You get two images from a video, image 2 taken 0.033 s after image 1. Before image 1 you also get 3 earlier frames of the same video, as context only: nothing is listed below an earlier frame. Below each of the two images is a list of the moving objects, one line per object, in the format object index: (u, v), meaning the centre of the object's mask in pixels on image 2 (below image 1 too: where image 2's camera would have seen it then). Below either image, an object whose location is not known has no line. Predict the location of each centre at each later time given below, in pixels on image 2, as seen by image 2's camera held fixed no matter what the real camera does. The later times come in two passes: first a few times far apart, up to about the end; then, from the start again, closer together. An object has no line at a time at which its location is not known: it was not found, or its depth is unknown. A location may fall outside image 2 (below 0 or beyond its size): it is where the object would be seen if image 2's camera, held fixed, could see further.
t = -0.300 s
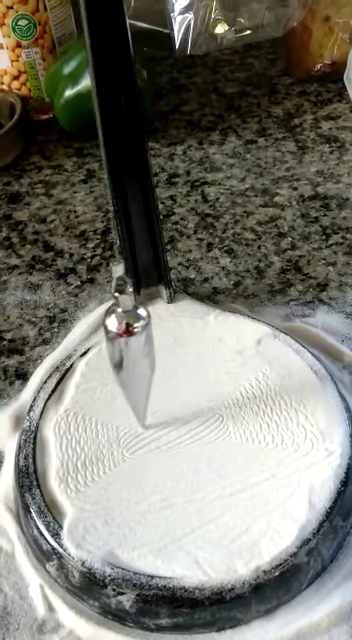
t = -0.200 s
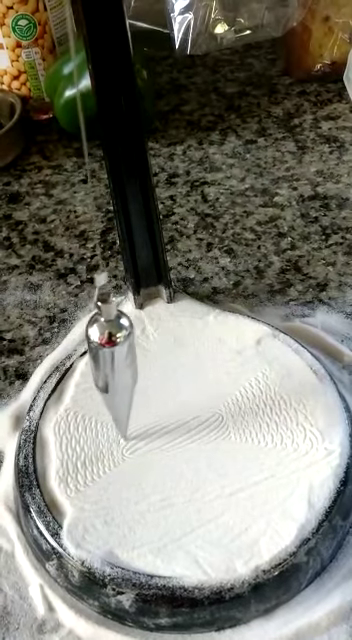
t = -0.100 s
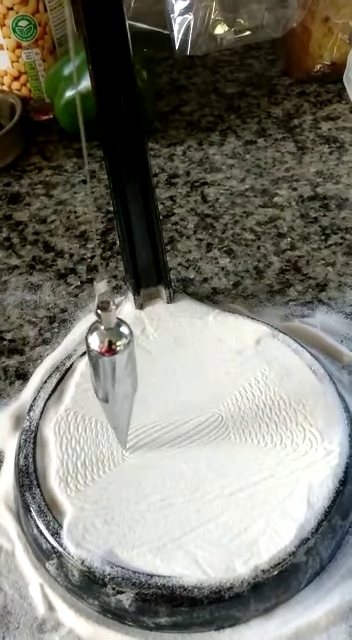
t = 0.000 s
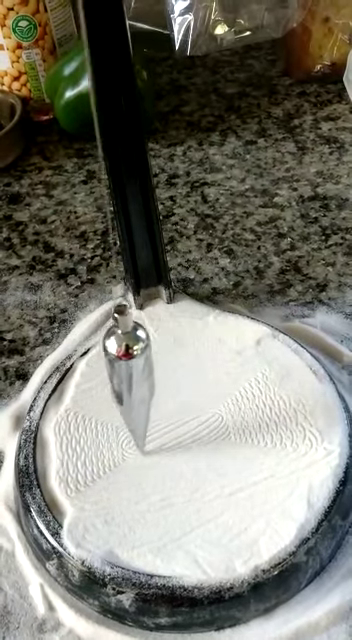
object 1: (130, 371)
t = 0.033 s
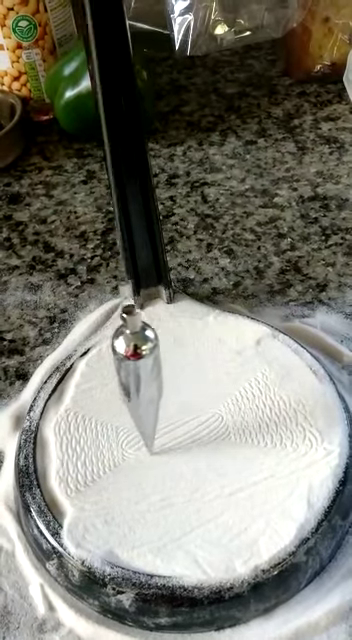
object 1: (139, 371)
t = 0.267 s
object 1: (200, 352)
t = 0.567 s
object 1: (177, 336)
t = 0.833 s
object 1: (112, 353)
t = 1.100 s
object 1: (149, 366)
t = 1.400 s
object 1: (211, 347)
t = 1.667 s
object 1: (157, 339)
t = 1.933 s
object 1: (110, 353)
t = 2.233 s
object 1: (179, 363)
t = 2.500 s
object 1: (207, 348)
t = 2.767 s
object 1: (137, 343)
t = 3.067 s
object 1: (122, 354)
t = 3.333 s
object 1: (195, 357)
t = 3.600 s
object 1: (195, 350)
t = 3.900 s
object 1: (114, 344)
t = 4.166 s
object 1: (138, 352)
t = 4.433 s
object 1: (207, 354)
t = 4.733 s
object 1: (167, 352)
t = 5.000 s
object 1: (109, 346)
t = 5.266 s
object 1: (157, 346)
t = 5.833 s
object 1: (147, 356)
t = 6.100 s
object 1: (112, 346)
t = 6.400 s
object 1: (185, 345)
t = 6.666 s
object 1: (202, 357)
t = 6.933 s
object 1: (129, 359)
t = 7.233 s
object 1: (130, 342)
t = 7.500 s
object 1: (199, 342)
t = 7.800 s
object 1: (178, 364)
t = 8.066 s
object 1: (113, 360)
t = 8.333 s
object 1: (148, 338)
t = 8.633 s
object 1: (207, 342)
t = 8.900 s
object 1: (157, 369)
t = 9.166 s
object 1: (113, 360)
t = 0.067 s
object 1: (148, 371)
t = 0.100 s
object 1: (158, 369)
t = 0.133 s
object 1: (168, 367)
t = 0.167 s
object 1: (177, 364)
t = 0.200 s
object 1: (186, 359)
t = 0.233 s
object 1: (194, 356)
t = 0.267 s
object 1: (200, 352)
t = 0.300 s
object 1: (205, 349)
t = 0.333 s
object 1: (208, 346)
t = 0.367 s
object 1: (209, 343)
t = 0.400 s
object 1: (208, 341)
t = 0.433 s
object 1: (205, 338)
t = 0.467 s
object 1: (200, 336)
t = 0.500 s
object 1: (194, 336)
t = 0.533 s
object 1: (186, 335)
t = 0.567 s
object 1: (177, 336)
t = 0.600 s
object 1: (167, 337)
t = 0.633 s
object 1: (157, 338)
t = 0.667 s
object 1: (147, 339)
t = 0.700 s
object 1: (138, 341)
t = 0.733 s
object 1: (129, 343)
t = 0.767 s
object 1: (122, 347)
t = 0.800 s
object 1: (116, 351)
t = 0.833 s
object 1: (112, 353)
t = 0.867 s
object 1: (110, 357)
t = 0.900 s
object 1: (110, 359)
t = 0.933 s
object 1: (113, 361)
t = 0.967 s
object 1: (117, 364)
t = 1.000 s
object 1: (123, 366)
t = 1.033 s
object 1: (131, 366)
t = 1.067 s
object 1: (139, 367)
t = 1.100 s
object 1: (149, 366)
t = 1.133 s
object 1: (159, 366)
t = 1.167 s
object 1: (169, 365)
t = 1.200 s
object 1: (179, 364)
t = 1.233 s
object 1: (187, 360)
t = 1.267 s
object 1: (195, 358)
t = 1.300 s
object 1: (202, 355)
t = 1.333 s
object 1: (207, 354)
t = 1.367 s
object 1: (210, 351)
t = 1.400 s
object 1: (211, 347)
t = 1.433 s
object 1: (209, 345)
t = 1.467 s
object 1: (206, 343)
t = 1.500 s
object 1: (202, 342)
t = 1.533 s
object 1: (195, 340)
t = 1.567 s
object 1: (187, 340)
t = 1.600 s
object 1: (178, 339)
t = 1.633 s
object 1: (168, 339)
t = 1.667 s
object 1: (157, 339)
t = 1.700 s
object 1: (147, 340)
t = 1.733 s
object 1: (138, 341)
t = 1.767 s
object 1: (129, 342)
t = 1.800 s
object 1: (122, 344)
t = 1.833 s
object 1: (116, 347)
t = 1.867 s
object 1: (112, 349)
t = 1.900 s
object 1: (110, 352)
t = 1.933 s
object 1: (110, 353)
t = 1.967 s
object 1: (113, 355)
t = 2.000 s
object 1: (117, 358)
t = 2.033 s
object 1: (123, 359)
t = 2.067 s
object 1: (131, 362)
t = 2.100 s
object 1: (139, 362)
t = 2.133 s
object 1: (149, 363)
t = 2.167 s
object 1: (159, 363)
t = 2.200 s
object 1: (169, 364)
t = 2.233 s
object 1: (179, 363)
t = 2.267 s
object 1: (188, 360)
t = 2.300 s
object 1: (196, 359)
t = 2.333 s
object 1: (203, 357)
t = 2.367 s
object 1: (207, 355)
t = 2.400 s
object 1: (210, 353)
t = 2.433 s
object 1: (211, 351)
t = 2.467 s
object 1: (210, 350)
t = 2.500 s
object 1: (207, 348)
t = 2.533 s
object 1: (202, 346)
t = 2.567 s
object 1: (195, 345)
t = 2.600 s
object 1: (187, 345)
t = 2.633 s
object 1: (178, 344)
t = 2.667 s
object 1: (167, 343)
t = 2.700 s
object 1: (157, 342)
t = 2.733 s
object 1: (147, 342)
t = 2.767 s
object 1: (137, 343)
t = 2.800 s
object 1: (129, 343)
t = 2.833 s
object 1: (121, 344)
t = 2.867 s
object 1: (115, 345)
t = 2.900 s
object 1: (111, 345)
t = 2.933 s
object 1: (110, 347)
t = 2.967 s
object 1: (110, 349)
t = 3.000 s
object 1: (112, 350)
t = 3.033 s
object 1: (116, 353)
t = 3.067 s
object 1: (122, 354)
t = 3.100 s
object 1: (130, 355)
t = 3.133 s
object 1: (138, 355)
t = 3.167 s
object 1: (148, 357)
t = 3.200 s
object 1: (158, 358)
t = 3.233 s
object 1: (168, 359)
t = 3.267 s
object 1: (178, 359)
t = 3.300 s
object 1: (187, 358)
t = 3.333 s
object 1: (195, 357)
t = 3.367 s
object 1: (202, 356)
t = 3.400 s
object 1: (207, 356)
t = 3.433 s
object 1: (210, 354)
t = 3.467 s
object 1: (212, 354)
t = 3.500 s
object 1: (211, 352)
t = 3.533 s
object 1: (207, 352)
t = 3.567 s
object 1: (202, 351)
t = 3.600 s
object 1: (195, 350)
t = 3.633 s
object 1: (187, 349)
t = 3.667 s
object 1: (178, 348)
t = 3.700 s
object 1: (167, 347)
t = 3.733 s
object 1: (156, 346)
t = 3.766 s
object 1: (146, 346)
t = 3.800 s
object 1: (136, 345)
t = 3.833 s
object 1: (127, 345)
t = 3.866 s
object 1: (120, 346)
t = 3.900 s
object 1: (114, 344)
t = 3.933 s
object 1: (111, 346)
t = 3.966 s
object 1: (109, 346)
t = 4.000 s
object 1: (109, 347)
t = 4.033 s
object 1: (111, 347)
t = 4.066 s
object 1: (116, 349)
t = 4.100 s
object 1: (122, 350)
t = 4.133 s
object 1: (129, 352)
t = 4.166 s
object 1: (138, 352)
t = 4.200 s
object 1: (147, 351)
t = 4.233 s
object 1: (157, 352)
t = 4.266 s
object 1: (167, 354)
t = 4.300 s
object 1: (177, 354)
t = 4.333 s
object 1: (186, 354)
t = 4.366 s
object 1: (195, 354)
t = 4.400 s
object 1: (202, 354)
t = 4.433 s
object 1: (207, 354)
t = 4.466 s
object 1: (210, 356)
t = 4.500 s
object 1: (211, 355)
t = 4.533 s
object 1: (211, 356)
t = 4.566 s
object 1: (208, 356)
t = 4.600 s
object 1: (203, 355)
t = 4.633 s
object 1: (196, 354)
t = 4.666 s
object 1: (187, 354)
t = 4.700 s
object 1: (178, 354)
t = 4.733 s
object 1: (167, 352)
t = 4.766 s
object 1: (157, 352)
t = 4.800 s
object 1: (147, 351)
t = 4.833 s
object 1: (137, 350)
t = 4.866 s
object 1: (128, 350)
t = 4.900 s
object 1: (121, 349)
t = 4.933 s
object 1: (115, 348)
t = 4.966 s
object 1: (111, 348)
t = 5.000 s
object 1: (109, 346)
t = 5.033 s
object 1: (110, 346)
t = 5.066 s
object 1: (112, 346)
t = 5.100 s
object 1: (116, 346)
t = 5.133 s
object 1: (122, 346)
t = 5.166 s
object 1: (130, 346)
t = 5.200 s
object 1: (138, 346)
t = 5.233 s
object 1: (148, 346)
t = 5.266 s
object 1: (157, 346)
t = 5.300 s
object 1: (167, 346)
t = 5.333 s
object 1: (177, 348)
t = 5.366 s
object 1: (186, 348)
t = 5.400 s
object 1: (194, 350)
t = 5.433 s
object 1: (201, 350)
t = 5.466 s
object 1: (206, 352)
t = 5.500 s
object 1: (210, 353)
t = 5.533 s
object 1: (211, 354)
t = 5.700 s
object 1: (188, 357)
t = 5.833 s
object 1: (147, 356)
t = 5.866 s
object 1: (137, 354)
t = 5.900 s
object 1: (129, 355)
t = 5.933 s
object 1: (121, 353)
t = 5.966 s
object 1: (115, 352)
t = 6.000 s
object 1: (112, 350)
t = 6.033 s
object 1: (110, 348)
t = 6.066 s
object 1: (110, 347)
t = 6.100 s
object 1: (112, 346)
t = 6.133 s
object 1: (116, 344)
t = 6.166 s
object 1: (122, 344)
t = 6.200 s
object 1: (130, 343)
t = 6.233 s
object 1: (138, 343)
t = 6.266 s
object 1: (147, 342)
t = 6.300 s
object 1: (157, 342)
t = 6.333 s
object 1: (167, 343)
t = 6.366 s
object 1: (176, 343)
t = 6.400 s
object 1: (185, 345)
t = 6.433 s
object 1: (193, 345)
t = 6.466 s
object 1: (200, 346)
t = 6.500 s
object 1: (205, 348)
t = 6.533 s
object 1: (208, 350)
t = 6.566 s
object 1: (210, 351)
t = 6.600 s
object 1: (209, 354)
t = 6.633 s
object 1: (206, 355)
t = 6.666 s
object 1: (202, 357)
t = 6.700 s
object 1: (195, 359)
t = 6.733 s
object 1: (187, 361)
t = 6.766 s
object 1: (178, 363)
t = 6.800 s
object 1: (168, 363)
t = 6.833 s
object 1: (157, 362)
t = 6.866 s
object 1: (147, 362)
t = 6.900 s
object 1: (138, 361)
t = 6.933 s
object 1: (129, 359)
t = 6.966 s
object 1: (122, 357)
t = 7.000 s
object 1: (116, 355)
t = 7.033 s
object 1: (112, 355)
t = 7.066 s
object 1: (111, 352)
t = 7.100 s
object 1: (111, 350)
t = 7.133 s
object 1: (113, 347)
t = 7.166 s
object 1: (117, 346)
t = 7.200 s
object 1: (123, 344)
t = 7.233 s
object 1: (130, 342)
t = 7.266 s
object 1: (139, 341)
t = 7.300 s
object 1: (148, 340)
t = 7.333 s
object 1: (157, 339)
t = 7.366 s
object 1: (167, 338)
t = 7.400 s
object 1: (176, 340)
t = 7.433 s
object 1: (185, 340)
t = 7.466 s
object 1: (193, 341)
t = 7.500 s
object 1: (199, 342)
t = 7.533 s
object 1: (204, 344)
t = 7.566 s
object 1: (208, 346)
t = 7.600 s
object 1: (209, 347)
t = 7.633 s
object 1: (209, 349)
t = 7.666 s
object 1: (206, 352)
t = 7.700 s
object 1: (201, 355)
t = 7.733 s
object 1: (195, 357)
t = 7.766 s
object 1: (187, 361)
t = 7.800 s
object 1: (178, 364)
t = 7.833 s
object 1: (168, 366)
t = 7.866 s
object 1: (158, 367)
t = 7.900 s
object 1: (148, 366)
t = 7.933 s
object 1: (138, 366)
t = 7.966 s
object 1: (130, 366)
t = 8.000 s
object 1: (122, 364)
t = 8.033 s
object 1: (117, 363)
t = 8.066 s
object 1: (113, 360)
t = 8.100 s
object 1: (112, 357)
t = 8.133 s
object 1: (112, 355)
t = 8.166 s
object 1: (114, 352)
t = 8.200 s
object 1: (119, 349)
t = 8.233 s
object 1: (125, 345)
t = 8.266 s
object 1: (131, 342)
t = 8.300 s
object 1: (140, 340)
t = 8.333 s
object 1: (148, 338)
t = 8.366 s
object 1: (158, 337)
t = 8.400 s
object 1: (167, 336)
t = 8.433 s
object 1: (176, 336)
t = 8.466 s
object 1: (185, 336)
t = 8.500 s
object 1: (192, 336)
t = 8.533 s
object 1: (198, 337)
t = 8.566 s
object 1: (203, 339)
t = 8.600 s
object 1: (206, 341)
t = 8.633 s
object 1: (207, 342)
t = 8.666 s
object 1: (207, 346)
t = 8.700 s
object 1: (204, 349)
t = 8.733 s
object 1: (199, 352)
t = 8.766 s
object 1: (193, 355)
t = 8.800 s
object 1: (186, 360)
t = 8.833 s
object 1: (177, 363)
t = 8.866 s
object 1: (167, 365)
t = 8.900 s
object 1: (157, 369)
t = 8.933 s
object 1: (147, 369)
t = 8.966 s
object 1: (138, 370)
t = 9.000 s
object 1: (129, 369)
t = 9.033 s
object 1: (122, 369)
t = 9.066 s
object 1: (117, 368)
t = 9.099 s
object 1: (114, 366)
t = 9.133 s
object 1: (112, 363)
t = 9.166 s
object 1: (113, 360)
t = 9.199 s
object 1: (115, 357)
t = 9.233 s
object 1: (119, 353)
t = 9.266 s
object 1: (125, 349)
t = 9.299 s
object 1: (131, 346)
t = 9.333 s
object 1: (139, 342)
